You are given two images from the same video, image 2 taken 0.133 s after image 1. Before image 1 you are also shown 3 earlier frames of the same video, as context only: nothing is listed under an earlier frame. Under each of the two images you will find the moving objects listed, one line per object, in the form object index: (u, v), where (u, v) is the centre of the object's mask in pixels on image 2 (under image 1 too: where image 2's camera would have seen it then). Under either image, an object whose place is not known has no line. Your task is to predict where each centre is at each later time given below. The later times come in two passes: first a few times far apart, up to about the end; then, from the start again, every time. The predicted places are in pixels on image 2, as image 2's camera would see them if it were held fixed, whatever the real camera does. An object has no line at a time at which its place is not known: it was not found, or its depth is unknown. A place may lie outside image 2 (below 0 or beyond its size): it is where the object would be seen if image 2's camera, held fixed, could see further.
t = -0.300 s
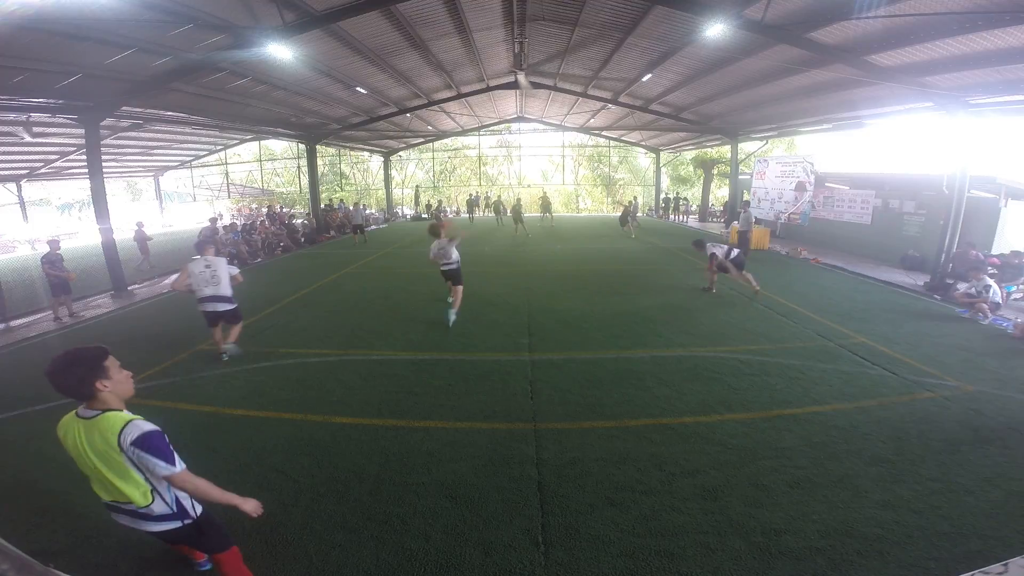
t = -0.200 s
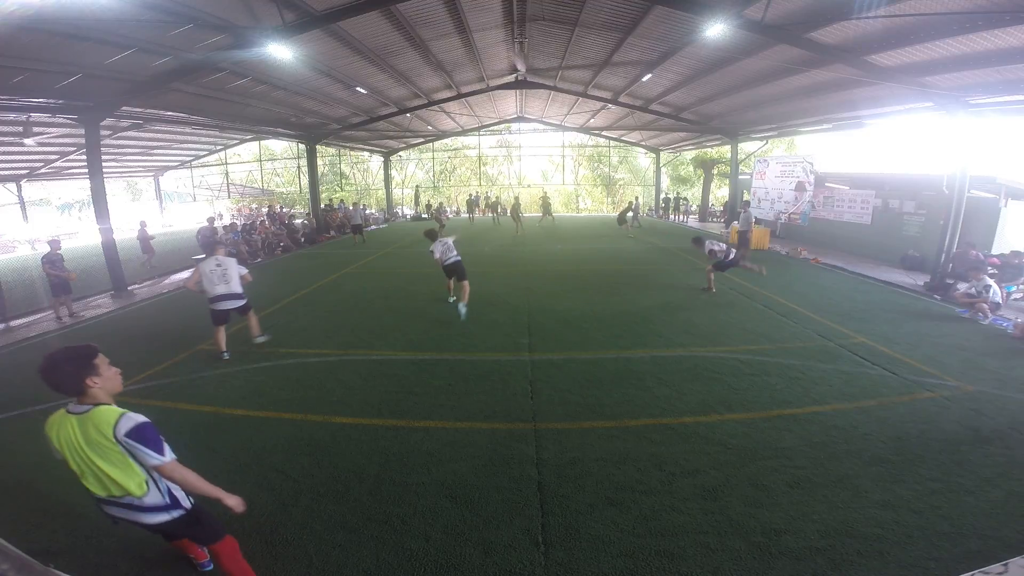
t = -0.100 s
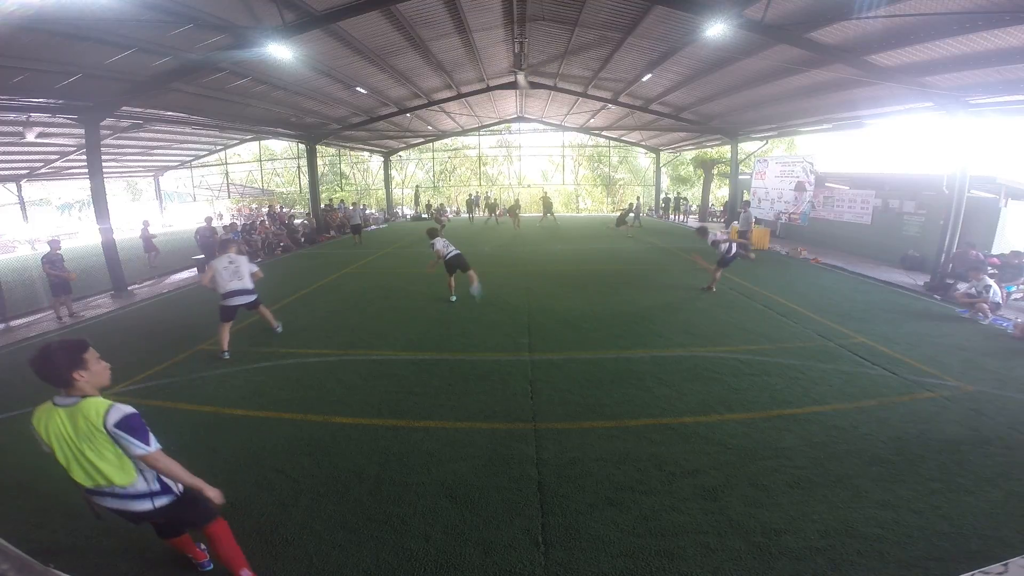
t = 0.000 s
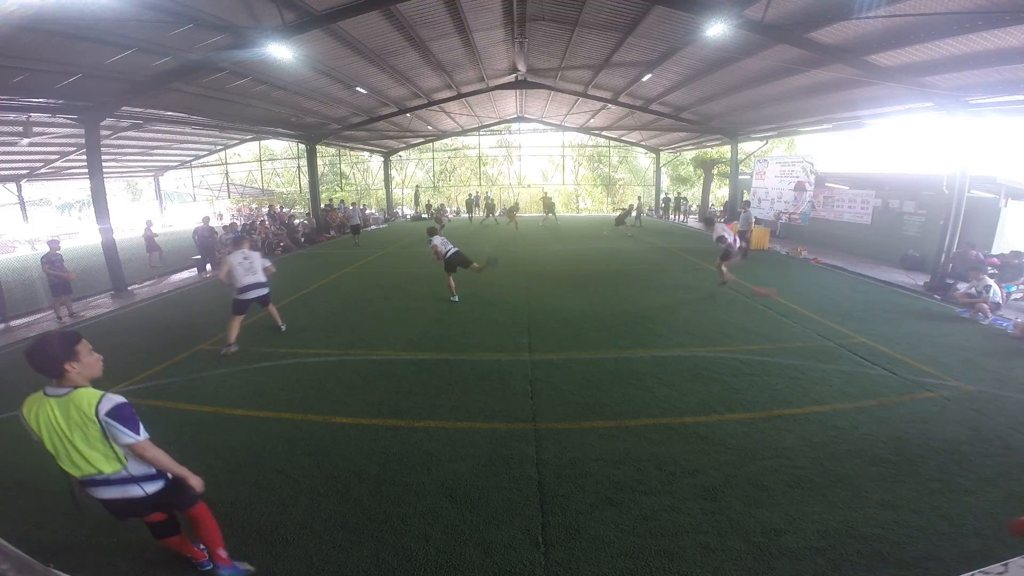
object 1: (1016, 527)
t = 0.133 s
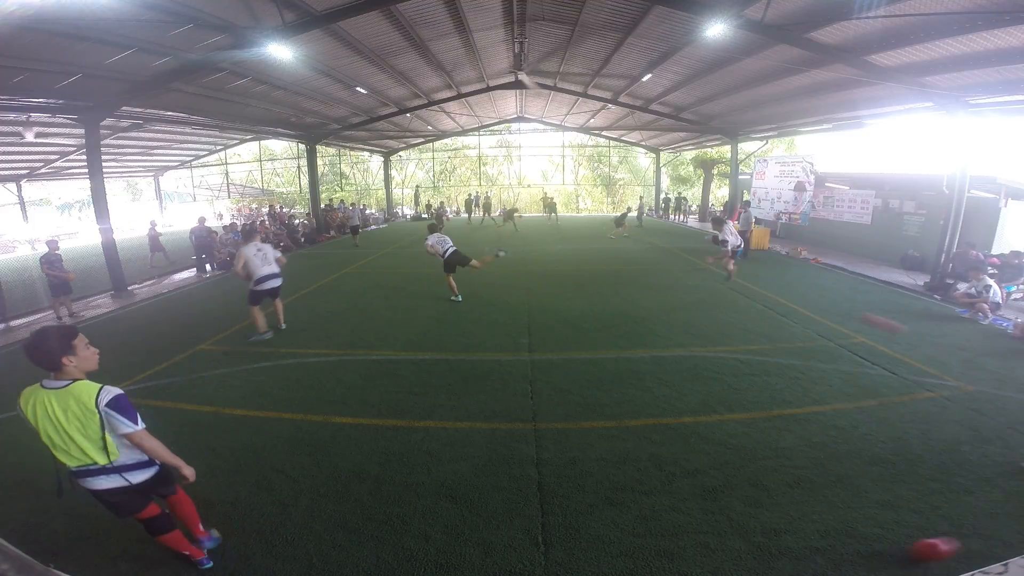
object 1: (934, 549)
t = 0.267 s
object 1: (865, 550)
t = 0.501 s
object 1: (714, 565)
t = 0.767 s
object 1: (556, 564)
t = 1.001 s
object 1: (440, 553)
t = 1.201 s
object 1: (353, 538)
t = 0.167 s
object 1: (918, 549)
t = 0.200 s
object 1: (902, 549)
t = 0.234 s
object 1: (884, 549)
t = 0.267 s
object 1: (865, 550)
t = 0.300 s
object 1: (844, 551)
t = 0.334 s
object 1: (822, 554)
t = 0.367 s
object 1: (800, 557)
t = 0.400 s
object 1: (776, 561)
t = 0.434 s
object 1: (753, 565)
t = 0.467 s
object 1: (733, 565)
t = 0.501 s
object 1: (714, 565)
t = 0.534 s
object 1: (694, 565)
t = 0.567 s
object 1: (673, 565)
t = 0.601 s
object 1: (652, 566)
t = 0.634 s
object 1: (632, 566)
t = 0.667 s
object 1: (611, 566)
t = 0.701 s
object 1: (593, 565)
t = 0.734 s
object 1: (575, 564)
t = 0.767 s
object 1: (556, 564)
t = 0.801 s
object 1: (539, 564)
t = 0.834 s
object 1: (521, 563)
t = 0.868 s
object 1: (505, 560)
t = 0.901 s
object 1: (489, 558)
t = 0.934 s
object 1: (472, 555)
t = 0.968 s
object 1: (456, 554)
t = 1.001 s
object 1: (440, 553)
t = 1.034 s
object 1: (426, 550)
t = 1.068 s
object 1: (410, 547)
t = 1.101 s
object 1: (395, 544)
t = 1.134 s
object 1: (381, 542)
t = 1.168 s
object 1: (366, 540)
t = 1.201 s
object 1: (353, 538)
